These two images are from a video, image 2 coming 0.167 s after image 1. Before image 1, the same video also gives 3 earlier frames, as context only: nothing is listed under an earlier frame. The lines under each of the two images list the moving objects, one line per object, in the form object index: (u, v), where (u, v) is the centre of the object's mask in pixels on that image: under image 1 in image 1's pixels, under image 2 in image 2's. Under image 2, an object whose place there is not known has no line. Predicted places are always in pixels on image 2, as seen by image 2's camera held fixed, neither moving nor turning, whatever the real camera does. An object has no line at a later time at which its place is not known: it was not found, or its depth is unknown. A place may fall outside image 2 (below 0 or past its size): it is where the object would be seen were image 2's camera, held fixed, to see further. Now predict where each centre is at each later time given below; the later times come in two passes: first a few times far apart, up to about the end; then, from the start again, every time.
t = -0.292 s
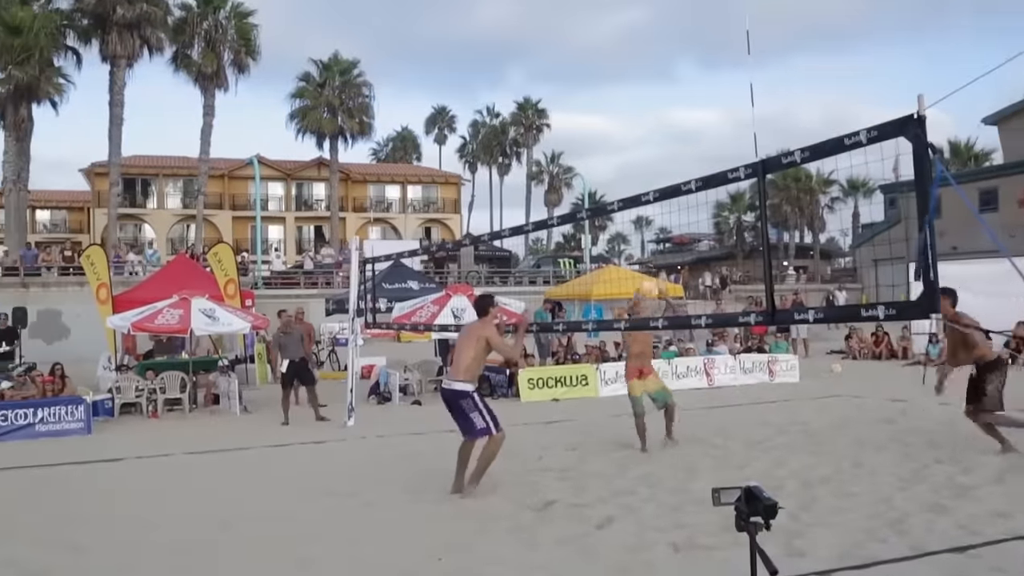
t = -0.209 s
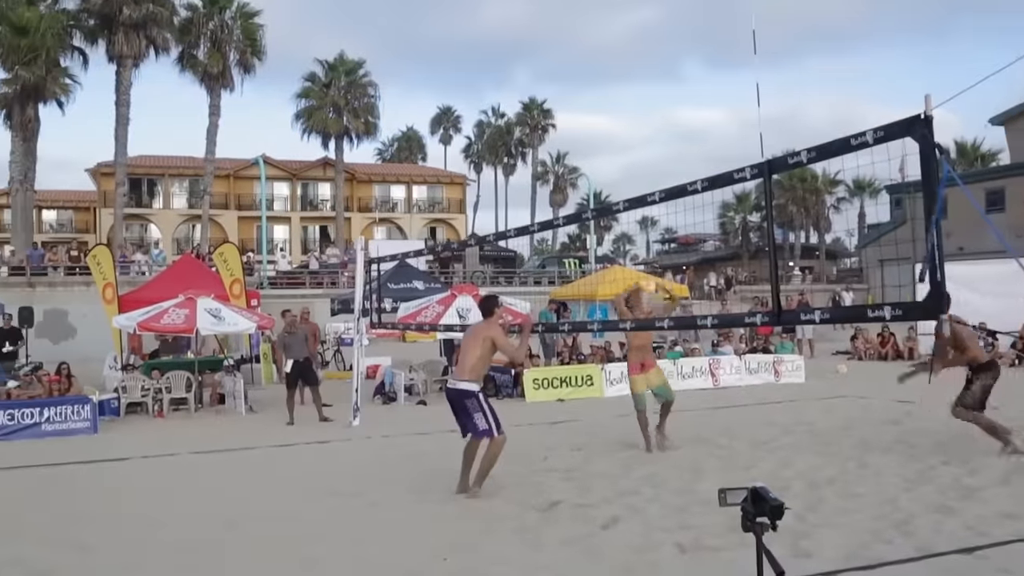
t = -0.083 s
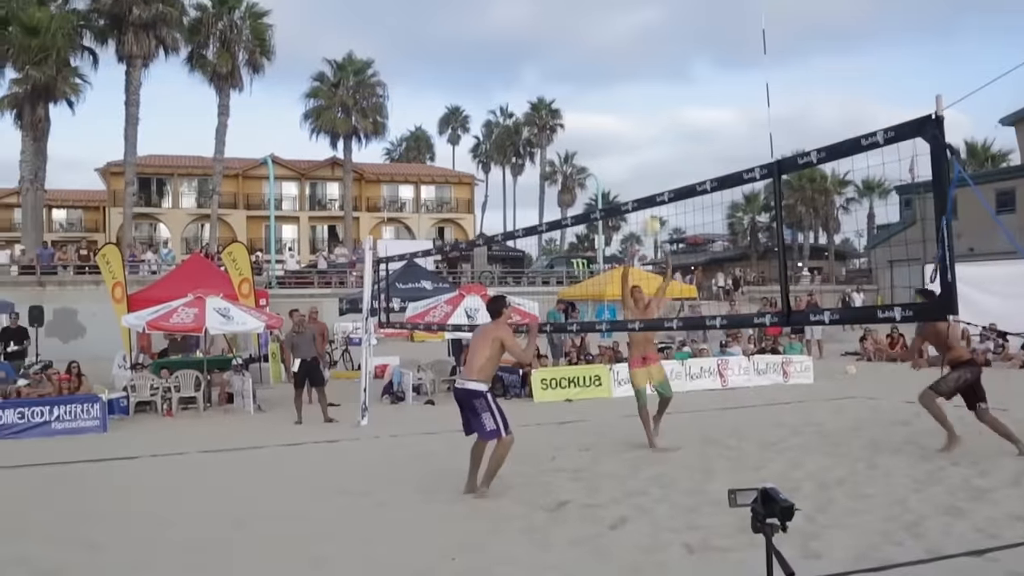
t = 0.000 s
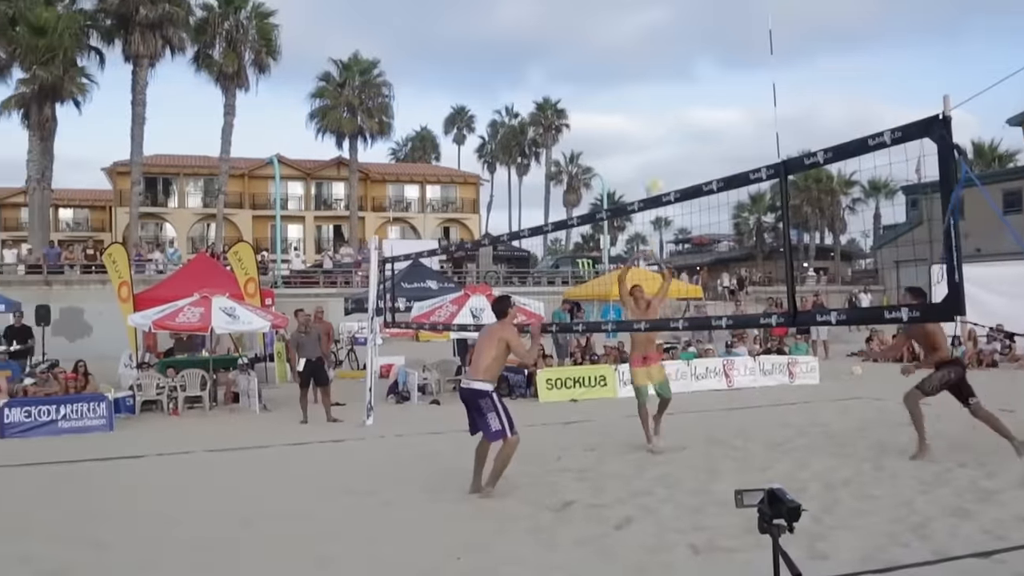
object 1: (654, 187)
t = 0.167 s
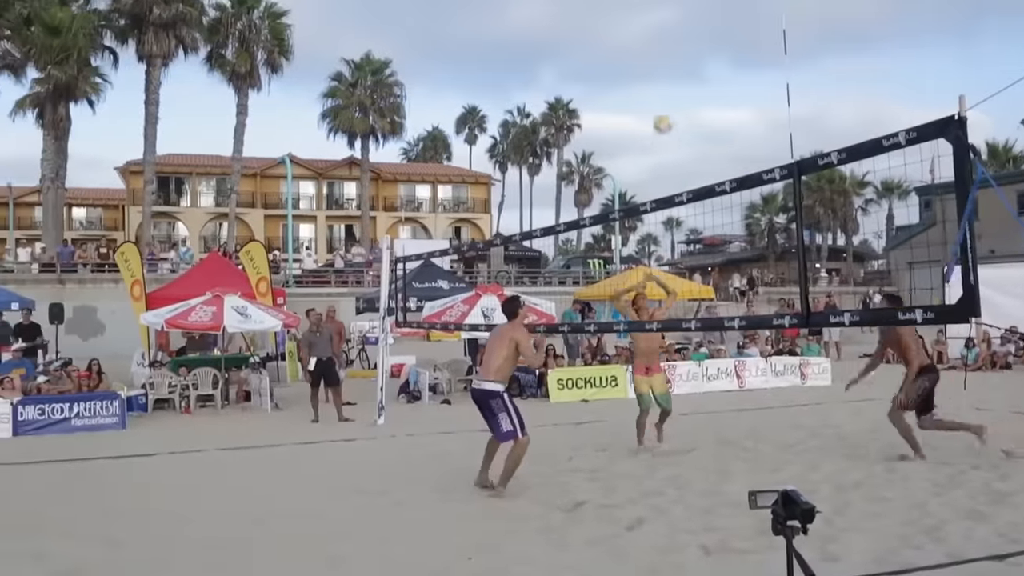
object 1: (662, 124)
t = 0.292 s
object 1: (661, 86)
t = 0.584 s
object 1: (658, 34)
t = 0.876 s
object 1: (651, 30)
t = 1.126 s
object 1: (644, 67)
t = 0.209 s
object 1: (662, 111)
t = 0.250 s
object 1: (662, 98)
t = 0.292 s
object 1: (661, 86)
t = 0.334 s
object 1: (662, 76)
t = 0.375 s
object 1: (661, 66)
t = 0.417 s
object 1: (661, 59)
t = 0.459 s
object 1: (660, 49)
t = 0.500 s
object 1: (659, 43)
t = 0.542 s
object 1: (659, 38)
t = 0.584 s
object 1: (658, 34)
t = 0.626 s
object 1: (657, 30)
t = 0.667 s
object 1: (656, 28)
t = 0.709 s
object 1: (654, 26)
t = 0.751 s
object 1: (654, 26)
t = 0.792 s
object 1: (653, 26)
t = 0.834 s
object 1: (652, 27)
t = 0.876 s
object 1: (651, 30)
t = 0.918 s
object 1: (650, 33)
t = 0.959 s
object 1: (649, 38)
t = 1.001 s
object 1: (648, 44)
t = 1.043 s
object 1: (647, 50)
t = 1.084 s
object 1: (645, 59)
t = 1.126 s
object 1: (644, 67)
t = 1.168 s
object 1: (642, 78)
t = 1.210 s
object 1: (640, 89)
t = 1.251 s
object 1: (638, 102)
